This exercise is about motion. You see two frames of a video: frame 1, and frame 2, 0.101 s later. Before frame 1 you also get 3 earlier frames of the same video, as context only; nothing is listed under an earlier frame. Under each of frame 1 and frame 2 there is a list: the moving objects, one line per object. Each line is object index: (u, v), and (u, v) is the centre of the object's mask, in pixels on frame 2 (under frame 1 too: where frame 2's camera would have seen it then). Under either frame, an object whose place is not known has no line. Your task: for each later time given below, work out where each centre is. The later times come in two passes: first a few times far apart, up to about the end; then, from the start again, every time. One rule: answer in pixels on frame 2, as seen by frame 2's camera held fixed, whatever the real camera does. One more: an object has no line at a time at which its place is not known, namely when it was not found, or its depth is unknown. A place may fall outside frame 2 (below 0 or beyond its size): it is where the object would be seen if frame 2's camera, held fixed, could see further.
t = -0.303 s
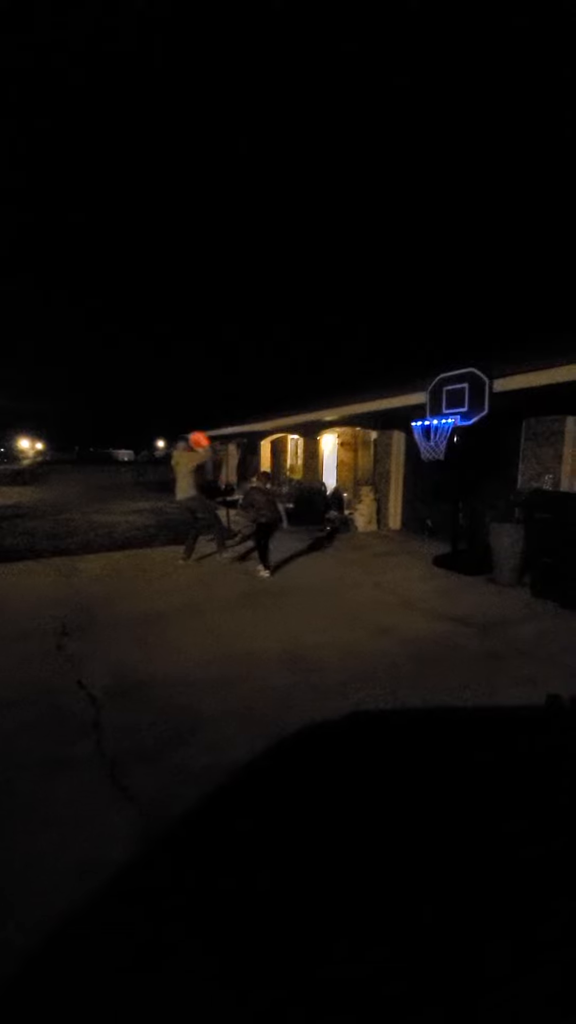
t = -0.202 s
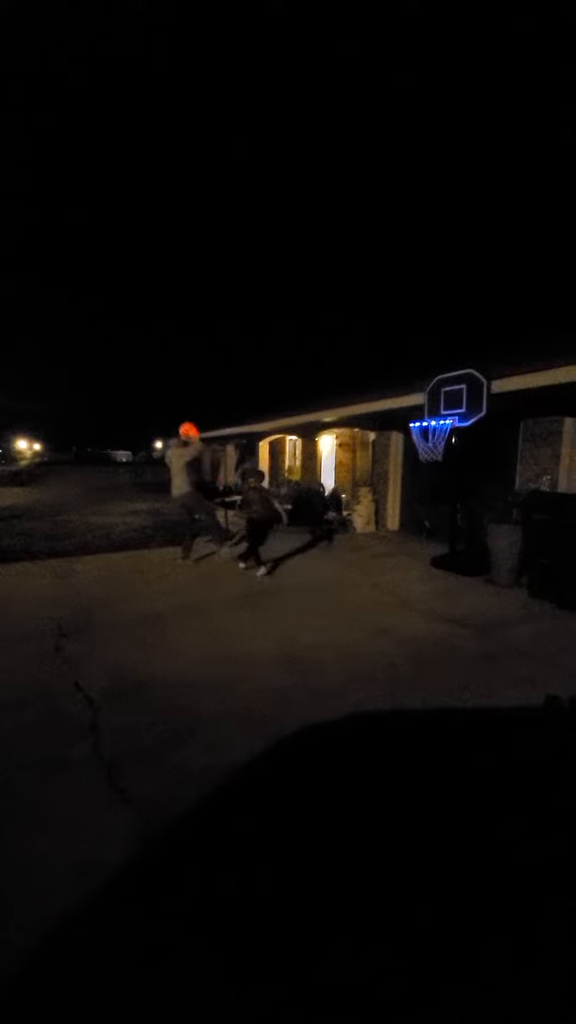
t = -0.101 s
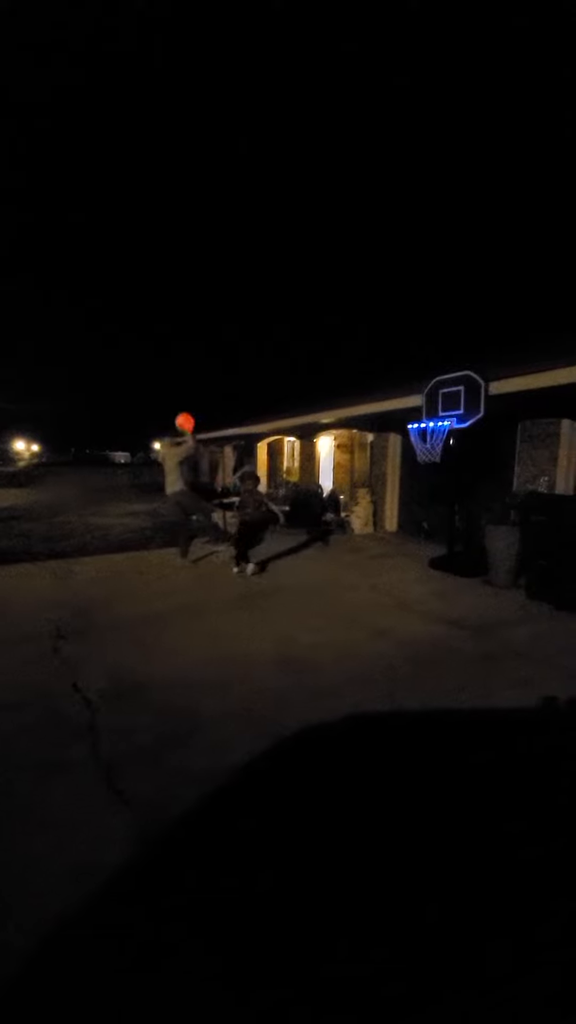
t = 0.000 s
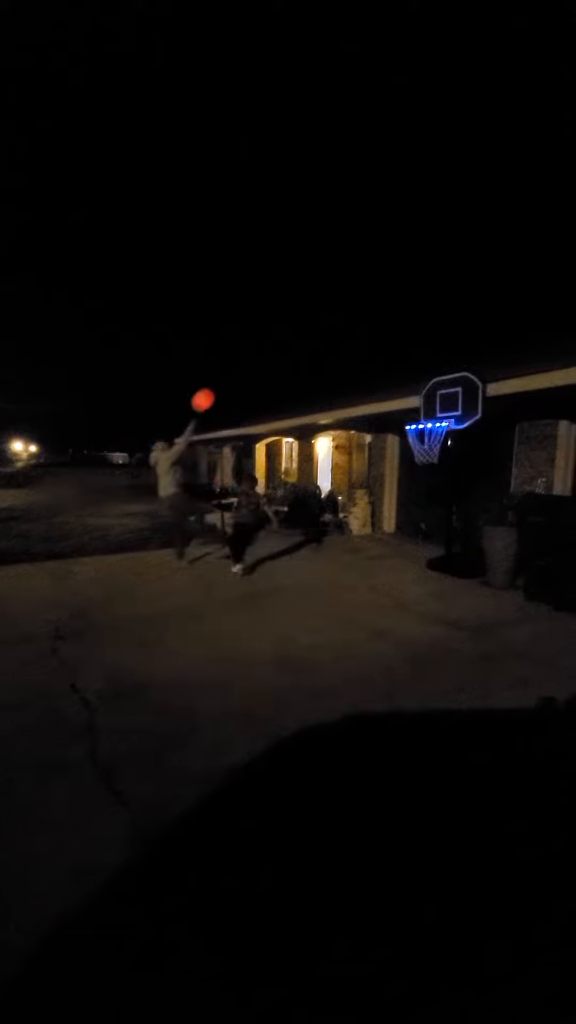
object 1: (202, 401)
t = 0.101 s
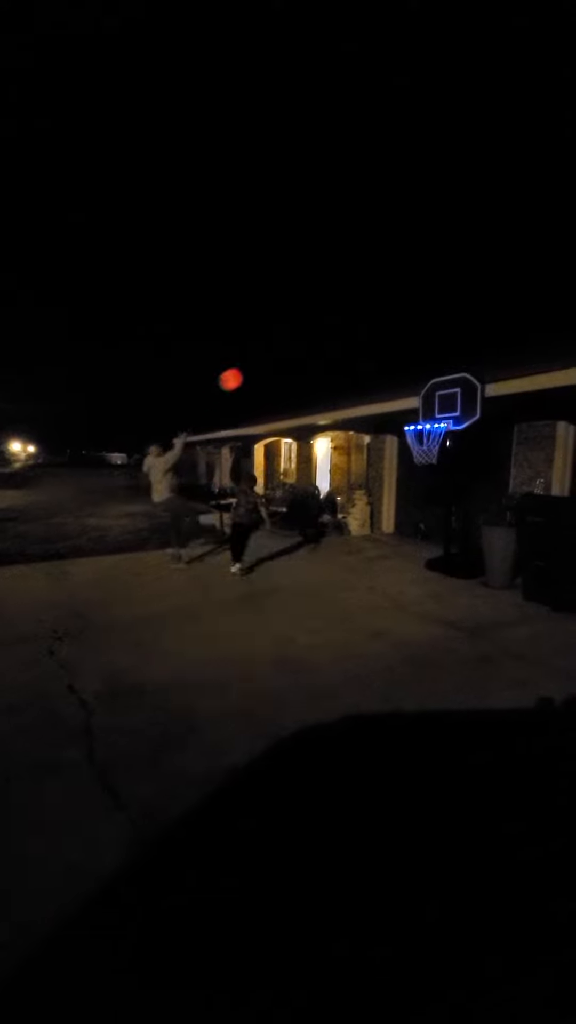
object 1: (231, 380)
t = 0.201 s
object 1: (261, 365)
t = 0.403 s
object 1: (325, 359)
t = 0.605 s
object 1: (391, 387)
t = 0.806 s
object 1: (426, 439)
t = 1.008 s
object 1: (407, 440)
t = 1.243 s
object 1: (405, 460)
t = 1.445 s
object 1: (406, 510)
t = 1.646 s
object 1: (407, 555)
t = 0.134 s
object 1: (241, 374)
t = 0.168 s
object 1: (251, 369)
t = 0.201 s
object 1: (261, 365)
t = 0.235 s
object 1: (272, 362)
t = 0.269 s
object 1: (282, 360)
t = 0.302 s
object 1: (293, 358)
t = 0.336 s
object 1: (303, 358)
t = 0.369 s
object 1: (314, 358)
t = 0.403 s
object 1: (325, 359)
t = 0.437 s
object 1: (336, 361)
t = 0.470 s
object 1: (347, 365)
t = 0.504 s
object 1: (357, 369)
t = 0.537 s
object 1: (369, 374)
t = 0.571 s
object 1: (379, 380)
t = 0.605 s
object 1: (391, 387)
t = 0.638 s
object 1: (402, 395)
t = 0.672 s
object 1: (413, 404)
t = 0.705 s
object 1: (424, 412)
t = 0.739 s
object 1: (432, 420)
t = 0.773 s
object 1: (430, 430)
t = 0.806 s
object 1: (426, 439)
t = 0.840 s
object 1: (421, 446)
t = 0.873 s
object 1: (416, 448)
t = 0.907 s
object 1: (412, 446)
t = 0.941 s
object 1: (409, 444)
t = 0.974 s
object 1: (407, 442)
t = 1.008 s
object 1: (407, 440)
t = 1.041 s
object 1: (405, 440)
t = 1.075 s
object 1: (404, 441)
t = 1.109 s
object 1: (404, 443)
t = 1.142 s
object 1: (404, 446)
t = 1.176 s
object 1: (404, 450)
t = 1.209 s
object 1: (405, 455)
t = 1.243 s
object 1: (405, 460)
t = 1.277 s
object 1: (405, 466)
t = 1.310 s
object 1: (405, 473)
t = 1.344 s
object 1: (406, 481)
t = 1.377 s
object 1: (406, 490)
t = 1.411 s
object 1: (406, 500)
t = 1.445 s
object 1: (406, 510)
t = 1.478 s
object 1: (406, 521)
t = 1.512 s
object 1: (406, 533)
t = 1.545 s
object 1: (406, 545)
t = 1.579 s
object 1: (406, 557)
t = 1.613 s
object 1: (406, 564)
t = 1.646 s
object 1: (407, 555)
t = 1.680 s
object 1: (408, 545)
